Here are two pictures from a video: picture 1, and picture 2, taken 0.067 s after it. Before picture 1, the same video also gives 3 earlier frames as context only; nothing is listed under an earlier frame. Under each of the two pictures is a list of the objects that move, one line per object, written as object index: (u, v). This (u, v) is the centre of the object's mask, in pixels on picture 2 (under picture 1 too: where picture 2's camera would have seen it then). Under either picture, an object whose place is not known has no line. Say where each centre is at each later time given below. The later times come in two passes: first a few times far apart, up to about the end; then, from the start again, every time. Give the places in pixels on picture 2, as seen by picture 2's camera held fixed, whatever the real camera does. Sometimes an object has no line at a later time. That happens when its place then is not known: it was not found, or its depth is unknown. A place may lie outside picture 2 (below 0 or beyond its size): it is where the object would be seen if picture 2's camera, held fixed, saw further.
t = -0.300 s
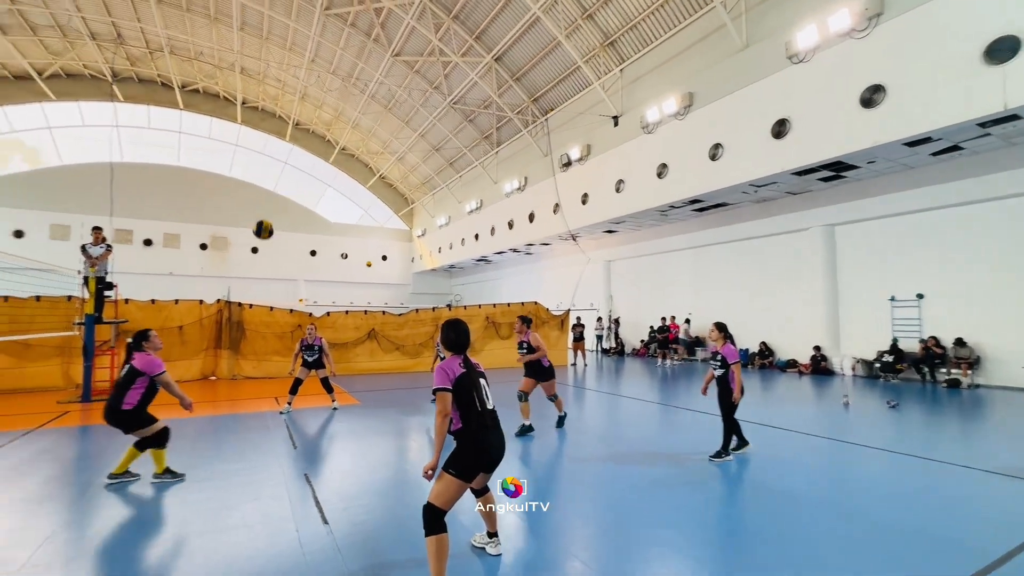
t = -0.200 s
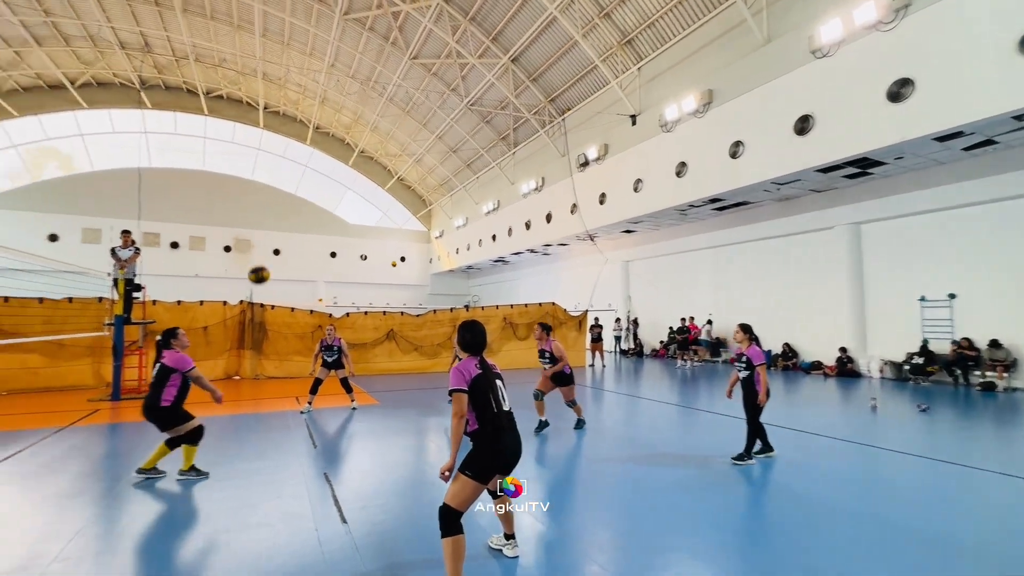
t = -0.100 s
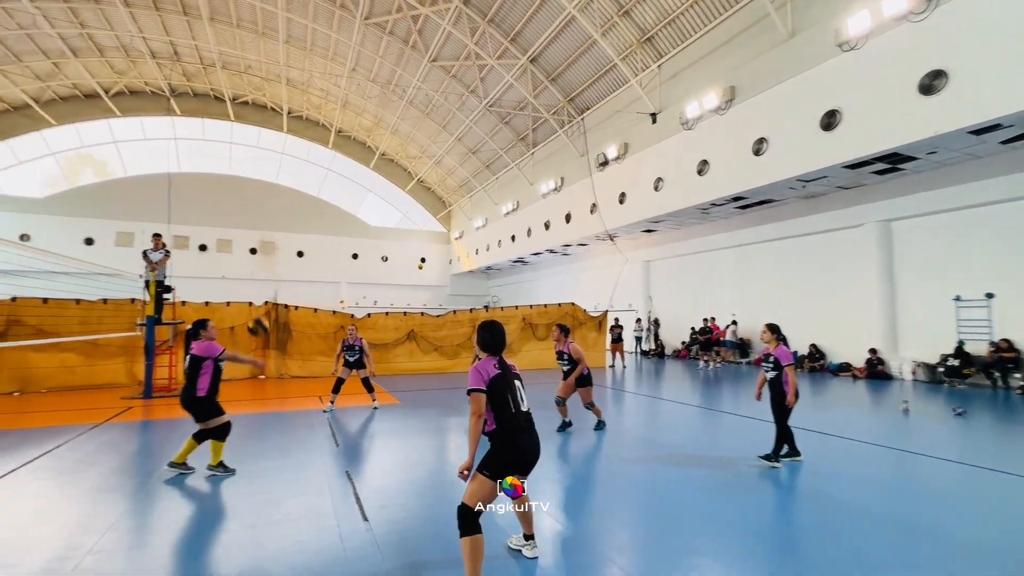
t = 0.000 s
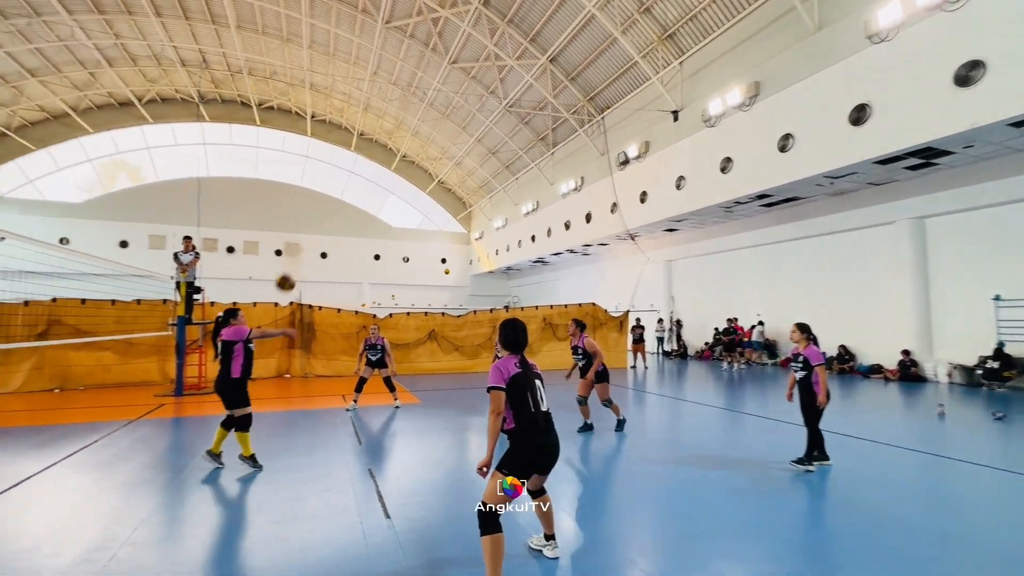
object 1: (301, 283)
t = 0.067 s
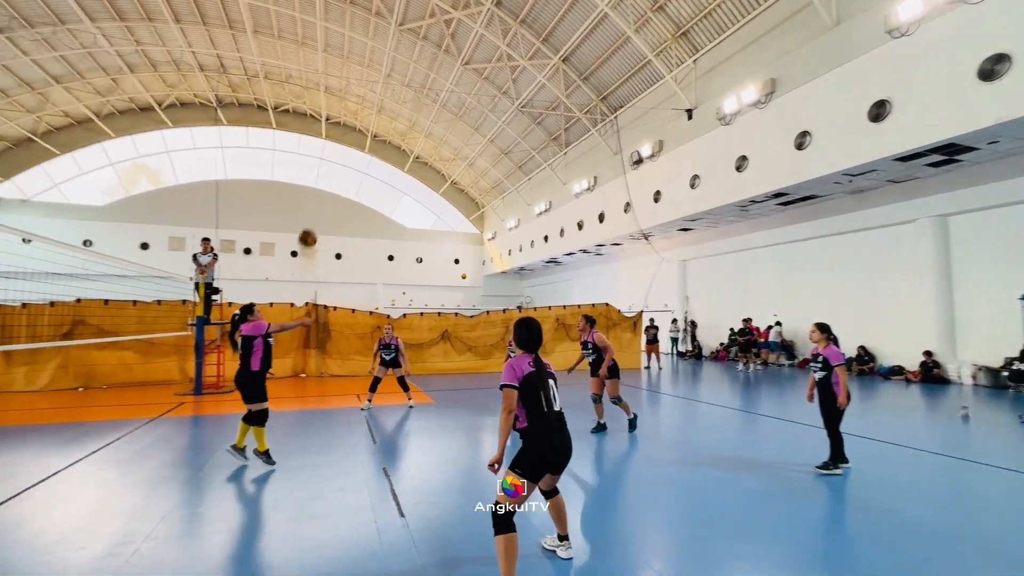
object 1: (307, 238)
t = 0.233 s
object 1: (325, 149)
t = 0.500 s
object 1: (346, 70)
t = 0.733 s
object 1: (361, 49)
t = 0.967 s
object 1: (373, 67)
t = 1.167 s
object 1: (382, 111)
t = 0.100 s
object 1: (311, 217)
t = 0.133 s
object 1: (314, 198)
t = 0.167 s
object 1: (318, 181)
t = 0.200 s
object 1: (321, 164)
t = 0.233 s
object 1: (325, 149)
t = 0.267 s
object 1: (328, 135)
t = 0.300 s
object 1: (332, 123)
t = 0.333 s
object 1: (334, 112)
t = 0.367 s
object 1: (337, 102)
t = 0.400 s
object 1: (340, 93)
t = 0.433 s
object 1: (342, 84)
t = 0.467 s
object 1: (344, 76)
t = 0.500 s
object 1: (346, 70)
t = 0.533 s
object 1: (349, 64)
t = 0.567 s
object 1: (351, 59)
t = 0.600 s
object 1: (353, 56)
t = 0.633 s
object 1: (355, 53)
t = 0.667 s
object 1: (357, 51)
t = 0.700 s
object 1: (359, 50)
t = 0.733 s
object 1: (361, 49)
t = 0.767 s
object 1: (362, 49)
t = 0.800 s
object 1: (364, 50)
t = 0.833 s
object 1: (366, 52)
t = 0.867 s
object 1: (368, 55)
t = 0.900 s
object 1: (370, 58)
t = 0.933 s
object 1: (372, 62)
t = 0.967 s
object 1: (373, 67)
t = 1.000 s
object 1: (375, 72)
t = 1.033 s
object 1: (376, 79)
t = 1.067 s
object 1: (378, 86)
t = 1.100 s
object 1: (379, 93)
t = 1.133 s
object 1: (381, 102)
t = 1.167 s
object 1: (382, 111)
